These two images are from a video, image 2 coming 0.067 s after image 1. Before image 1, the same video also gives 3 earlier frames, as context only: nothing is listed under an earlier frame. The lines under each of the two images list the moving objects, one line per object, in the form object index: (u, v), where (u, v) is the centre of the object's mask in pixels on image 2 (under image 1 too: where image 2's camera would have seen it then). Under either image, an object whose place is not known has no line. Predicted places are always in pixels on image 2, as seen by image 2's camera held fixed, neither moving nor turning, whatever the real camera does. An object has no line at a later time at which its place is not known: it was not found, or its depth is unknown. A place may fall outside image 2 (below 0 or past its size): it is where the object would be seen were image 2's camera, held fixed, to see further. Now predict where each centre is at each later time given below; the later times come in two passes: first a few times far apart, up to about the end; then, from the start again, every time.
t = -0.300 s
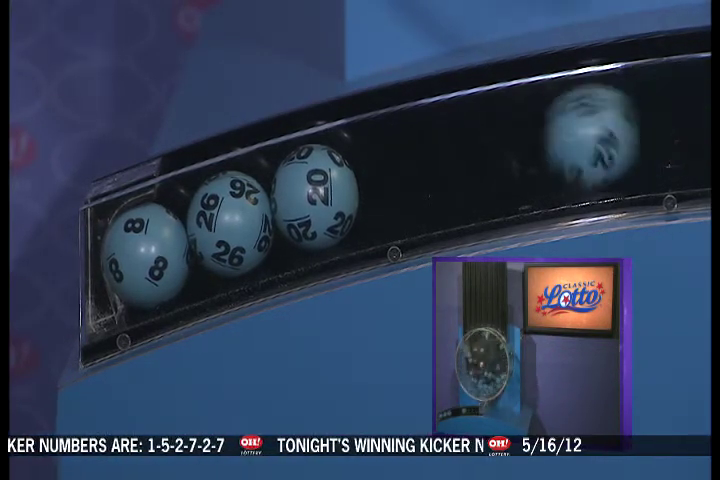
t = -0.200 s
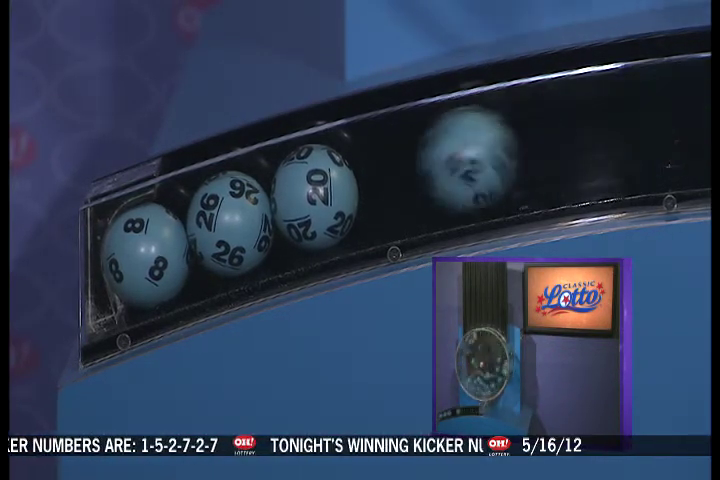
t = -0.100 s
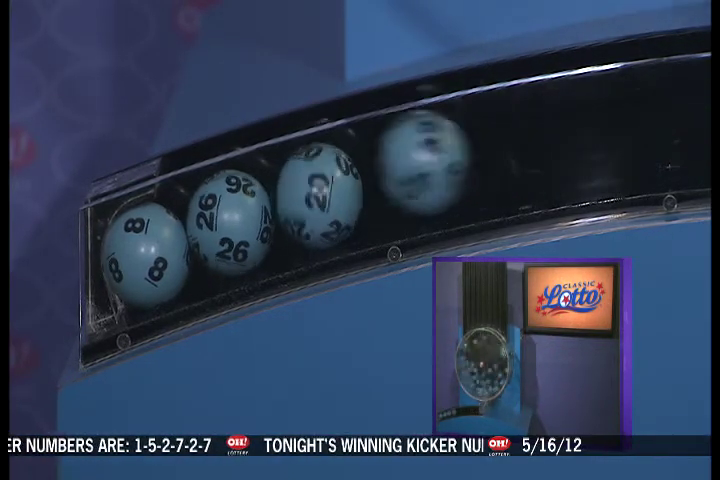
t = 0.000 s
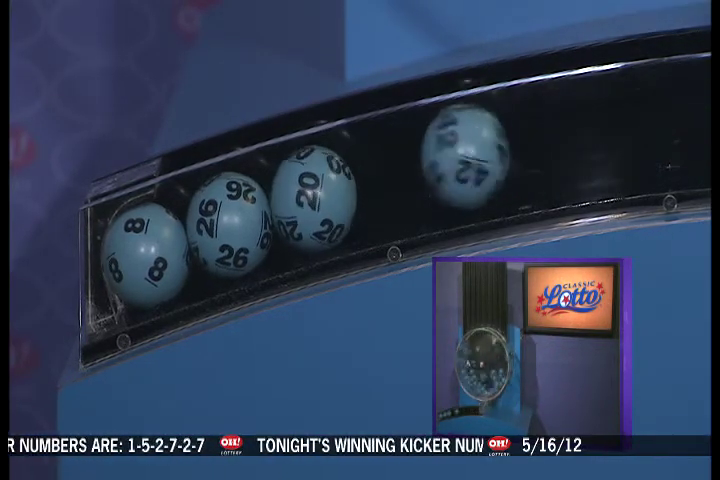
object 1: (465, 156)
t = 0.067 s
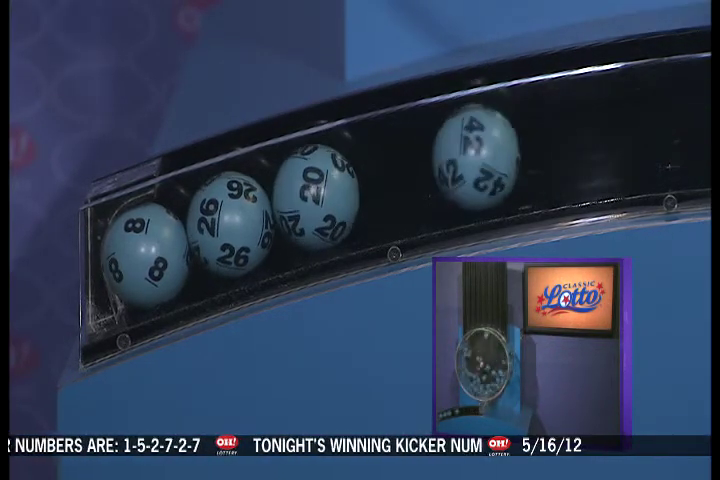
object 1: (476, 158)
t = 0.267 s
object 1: (449, 164)
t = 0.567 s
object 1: (406, 173)
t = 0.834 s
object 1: (399, 174)
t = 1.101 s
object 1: (399, 174)
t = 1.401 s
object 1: (399, 174)
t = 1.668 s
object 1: (399, 174)
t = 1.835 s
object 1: (399, 174)
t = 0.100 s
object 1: (478, 156)
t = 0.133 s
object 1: (477, 155)
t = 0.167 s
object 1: (474, 156)
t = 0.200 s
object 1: (468, 158)
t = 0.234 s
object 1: (460, 161)
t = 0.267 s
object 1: (449, 164)
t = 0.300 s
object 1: (436, 167)
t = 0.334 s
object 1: (420, 170)
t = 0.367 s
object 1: (402, 174)
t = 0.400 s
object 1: (400, 175)
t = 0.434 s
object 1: (407, 173)
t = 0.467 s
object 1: (411, 172)
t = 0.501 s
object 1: (412, 172)
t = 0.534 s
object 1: (411, 172)
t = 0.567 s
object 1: (406, 173)
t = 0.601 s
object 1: (399, 174)
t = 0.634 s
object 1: (400, 174)
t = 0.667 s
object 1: (401, 174)
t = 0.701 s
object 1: (400, 174)
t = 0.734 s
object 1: (399, 174)
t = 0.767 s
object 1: (399, 174)
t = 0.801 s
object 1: (399, 174)
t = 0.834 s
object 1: (399, 174)
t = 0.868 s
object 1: (399, 174)
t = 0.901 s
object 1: (399, 174)
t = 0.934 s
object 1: (399, 174)
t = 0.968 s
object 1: (399, 174)
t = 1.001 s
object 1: (399, 174)
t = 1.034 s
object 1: (399, 174)
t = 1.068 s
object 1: (399, 174)
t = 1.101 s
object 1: (399, 174)
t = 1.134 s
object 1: (399, 174)
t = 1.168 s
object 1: (399, 174)
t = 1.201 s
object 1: (399, 174)
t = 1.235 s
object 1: (399, 174)
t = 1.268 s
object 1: (399, 174)
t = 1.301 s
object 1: (399, 174)
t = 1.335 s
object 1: (399, 174)
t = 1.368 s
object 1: (399, 174)
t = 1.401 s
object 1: (399, 174)
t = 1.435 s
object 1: (399, 174)
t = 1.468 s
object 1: (399, 174)
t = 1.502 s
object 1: (399, 174)
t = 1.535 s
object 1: (399, 174)
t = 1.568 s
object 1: (399, 174)
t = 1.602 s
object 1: (399, 174)
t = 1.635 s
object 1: (399, 174)
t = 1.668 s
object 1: (399, 174)
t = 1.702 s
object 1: (399, 174)
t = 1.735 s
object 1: (399, 174)
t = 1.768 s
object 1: (399, 174)
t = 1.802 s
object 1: (399, 174)
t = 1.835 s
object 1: (399, 174)
